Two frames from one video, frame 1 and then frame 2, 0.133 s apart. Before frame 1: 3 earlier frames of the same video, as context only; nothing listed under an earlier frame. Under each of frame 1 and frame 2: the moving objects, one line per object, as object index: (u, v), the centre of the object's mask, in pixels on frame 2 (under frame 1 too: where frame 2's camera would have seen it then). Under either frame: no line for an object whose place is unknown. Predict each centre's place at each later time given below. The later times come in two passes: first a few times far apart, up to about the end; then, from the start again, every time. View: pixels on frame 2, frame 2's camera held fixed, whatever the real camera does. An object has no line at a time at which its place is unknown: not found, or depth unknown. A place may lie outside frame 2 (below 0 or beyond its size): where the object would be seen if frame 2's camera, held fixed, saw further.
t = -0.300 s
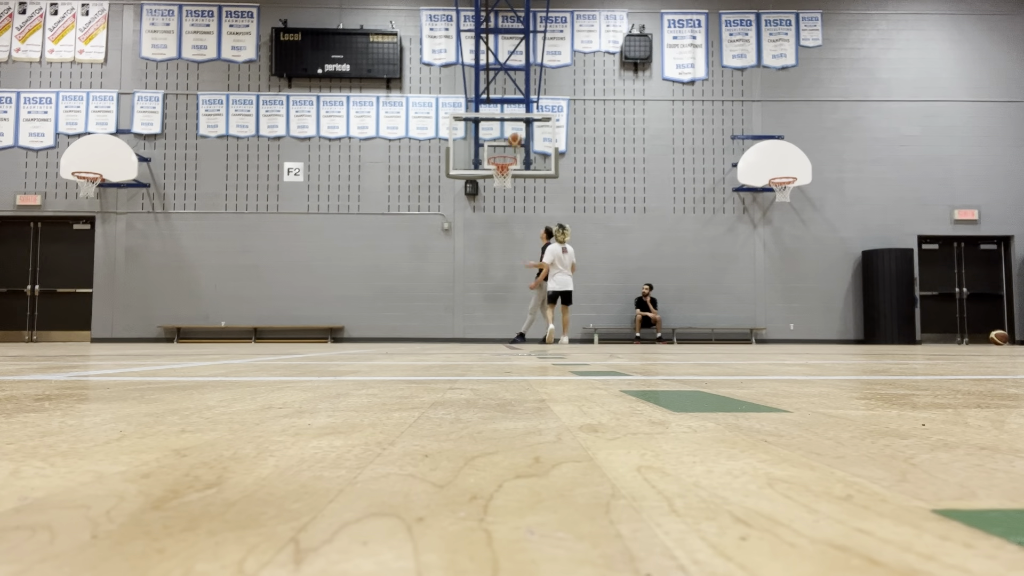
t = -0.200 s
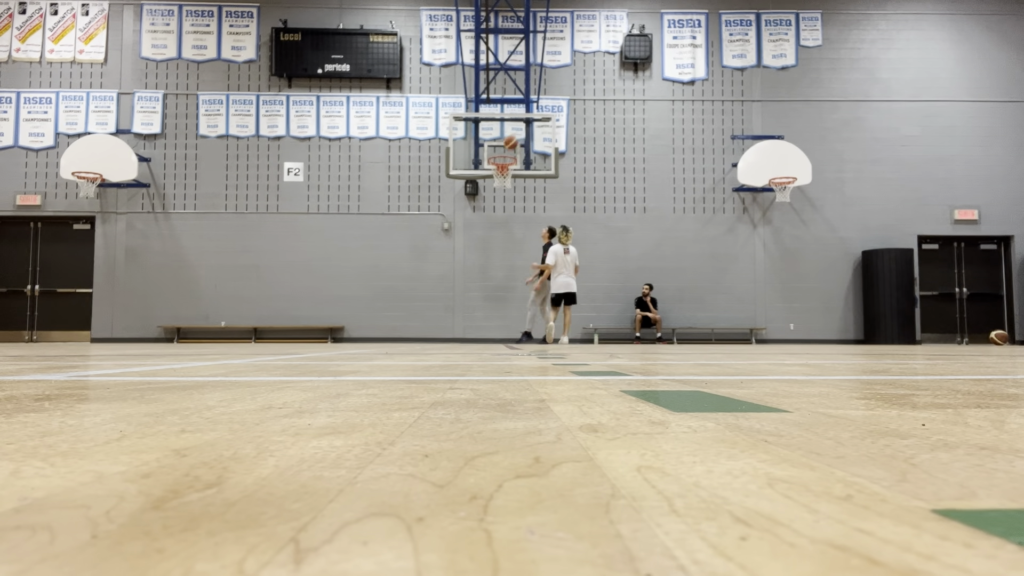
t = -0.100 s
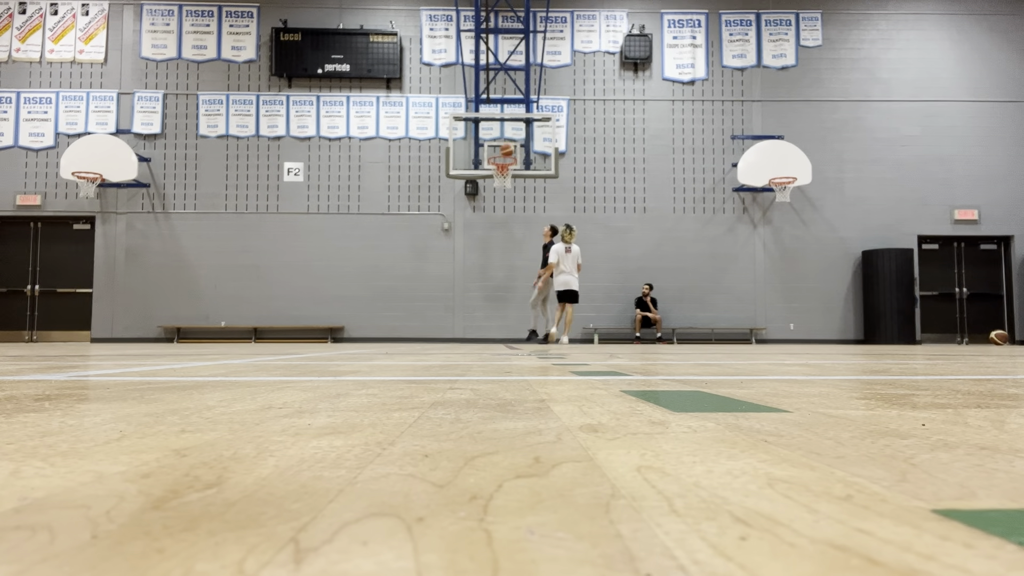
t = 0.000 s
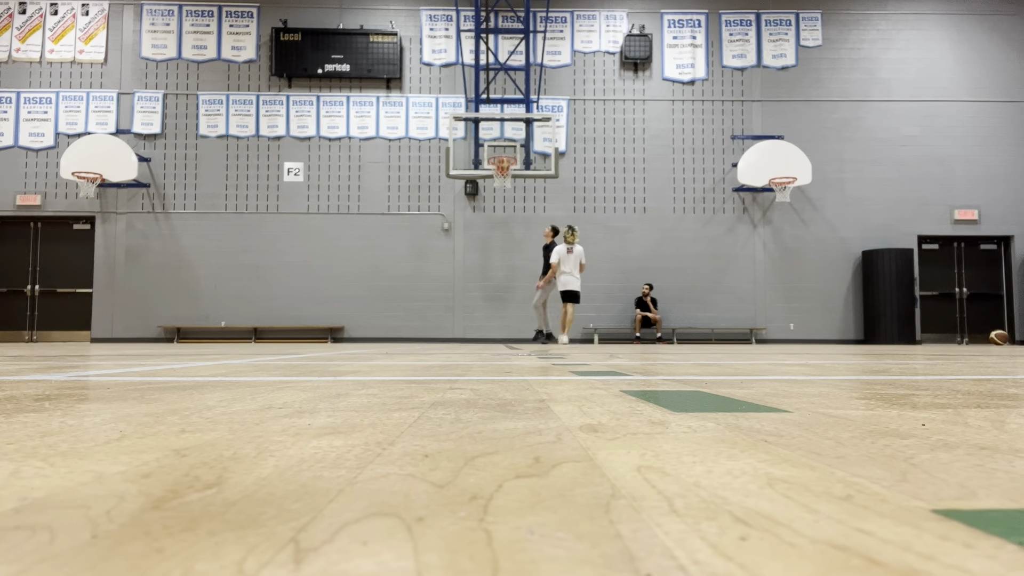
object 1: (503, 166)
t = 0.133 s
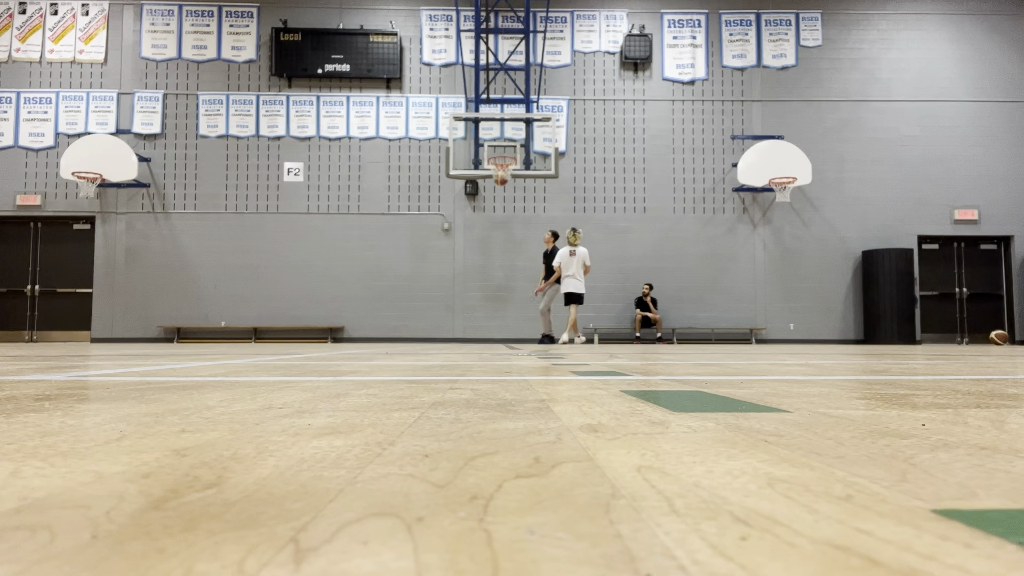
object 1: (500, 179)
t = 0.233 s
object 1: (500, 189)
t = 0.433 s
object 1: (500, 225)
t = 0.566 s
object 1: (499, 264)
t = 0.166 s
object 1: (501, 182)
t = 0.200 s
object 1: (500, 185)
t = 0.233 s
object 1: (500, 189)
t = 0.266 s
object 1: (501, 193)
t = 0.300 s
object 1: (500, 199)
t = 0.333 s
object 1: (500, 205)
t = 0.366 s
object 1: (500, 211)
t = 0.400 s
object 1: (500, 218)
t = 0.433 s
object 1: (500, 225)
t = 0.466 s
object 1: (500, 235)
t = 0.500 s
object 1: (500, 244)
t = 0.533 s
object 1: (499, 254)
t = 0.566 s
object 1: (499, 264)
